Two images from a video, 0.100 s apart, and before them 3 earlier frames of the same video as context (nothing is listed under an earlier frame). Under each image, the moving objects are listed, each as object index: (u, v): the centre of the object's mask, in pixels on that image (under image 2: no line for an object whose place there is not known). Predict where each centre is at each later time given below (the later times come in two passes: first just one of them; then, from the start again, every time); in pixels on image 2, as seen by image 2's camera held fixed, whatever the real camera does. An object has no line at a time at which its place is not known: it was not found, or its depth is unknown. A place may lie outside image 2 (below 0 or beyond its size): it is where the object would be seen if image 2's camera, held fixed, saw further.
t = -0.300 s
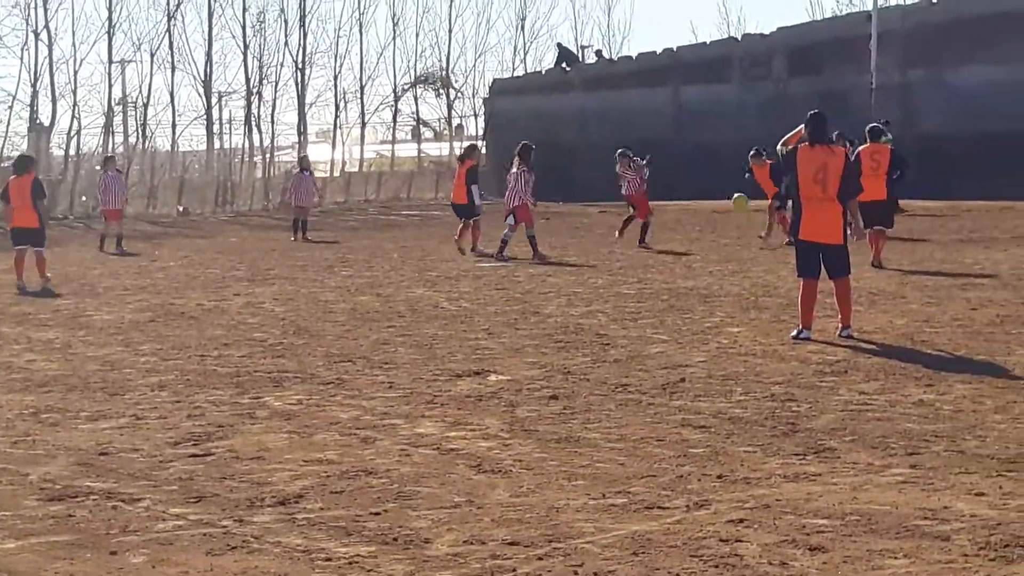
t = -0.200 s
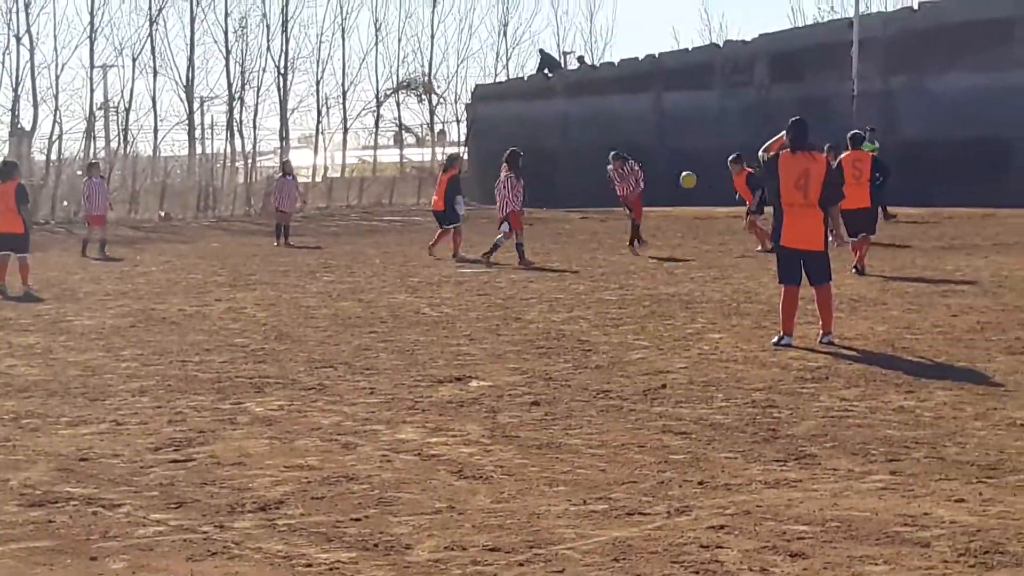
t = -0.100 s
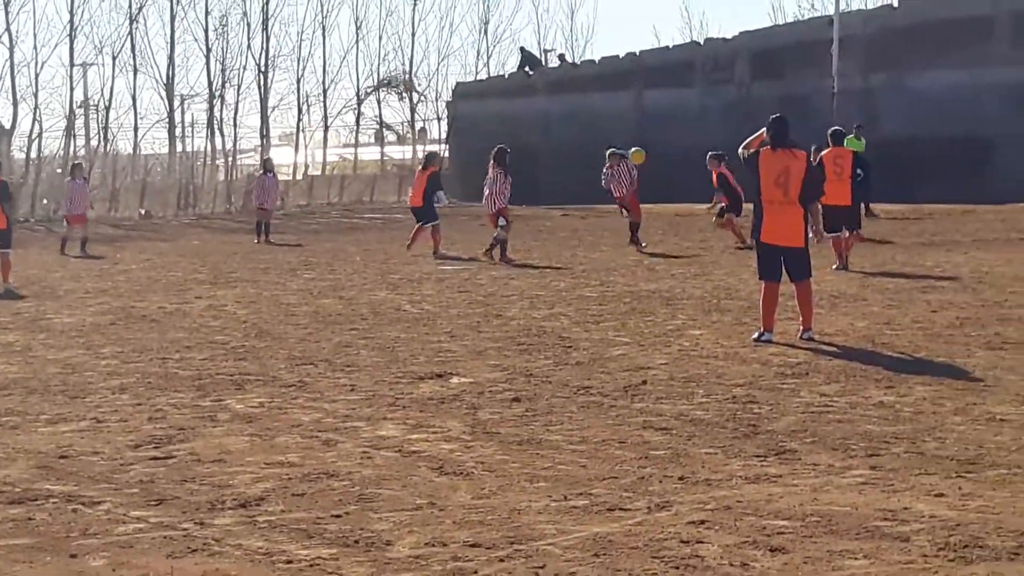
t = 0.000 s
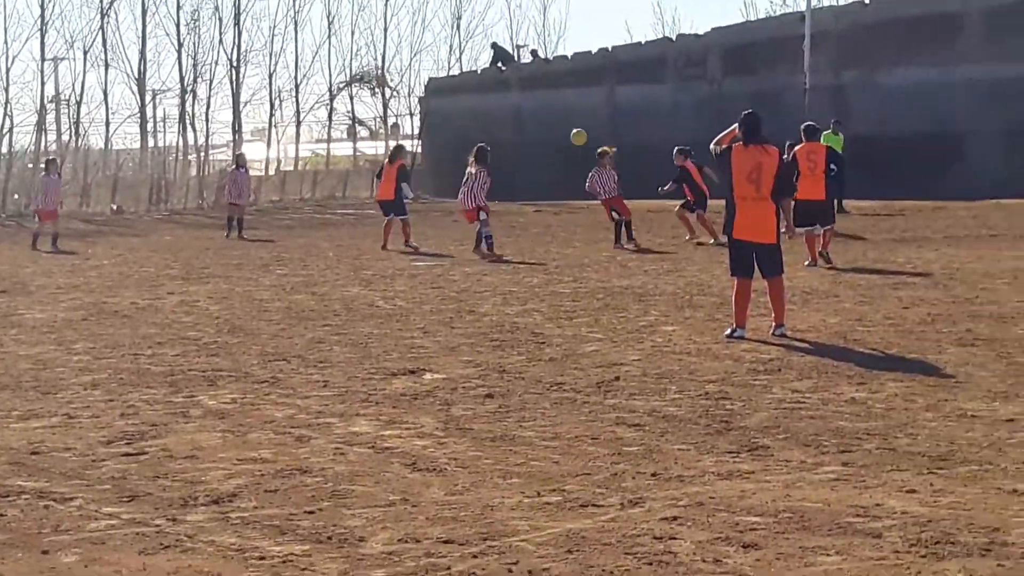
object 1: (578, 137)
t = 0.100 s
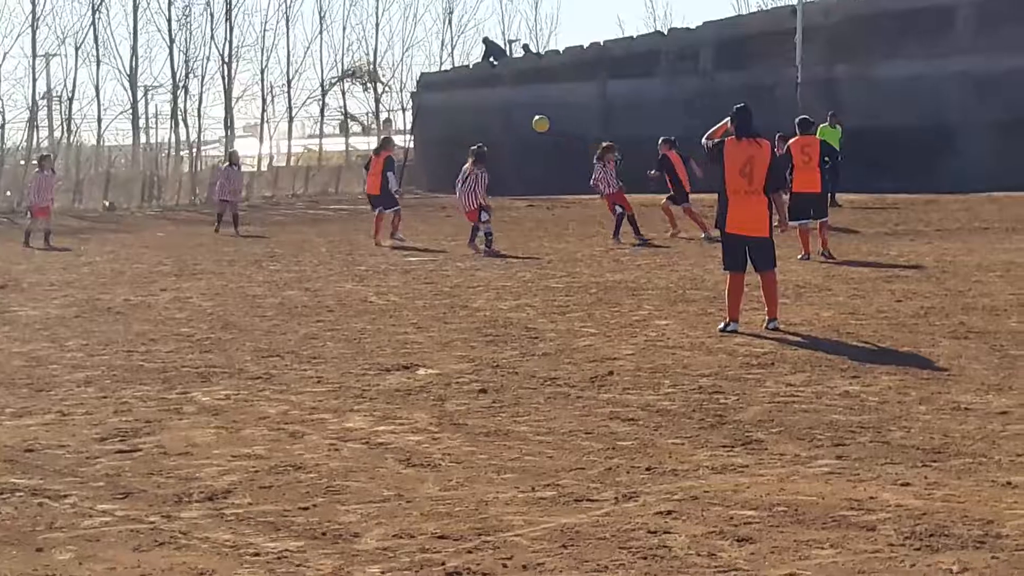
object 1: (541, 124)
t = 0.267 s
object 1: (491, 124)
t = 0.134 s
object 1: (531, 123)
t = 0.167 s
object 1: (521, 122)
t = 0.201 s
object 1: (511, 122)
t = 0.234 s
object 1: (501, 123)
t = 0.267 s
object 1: (491, 124)
